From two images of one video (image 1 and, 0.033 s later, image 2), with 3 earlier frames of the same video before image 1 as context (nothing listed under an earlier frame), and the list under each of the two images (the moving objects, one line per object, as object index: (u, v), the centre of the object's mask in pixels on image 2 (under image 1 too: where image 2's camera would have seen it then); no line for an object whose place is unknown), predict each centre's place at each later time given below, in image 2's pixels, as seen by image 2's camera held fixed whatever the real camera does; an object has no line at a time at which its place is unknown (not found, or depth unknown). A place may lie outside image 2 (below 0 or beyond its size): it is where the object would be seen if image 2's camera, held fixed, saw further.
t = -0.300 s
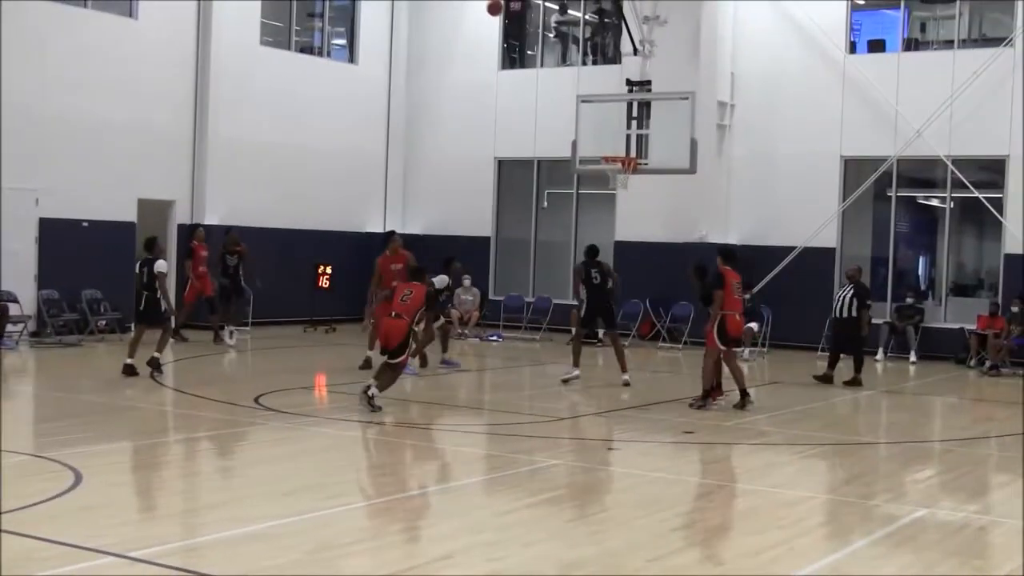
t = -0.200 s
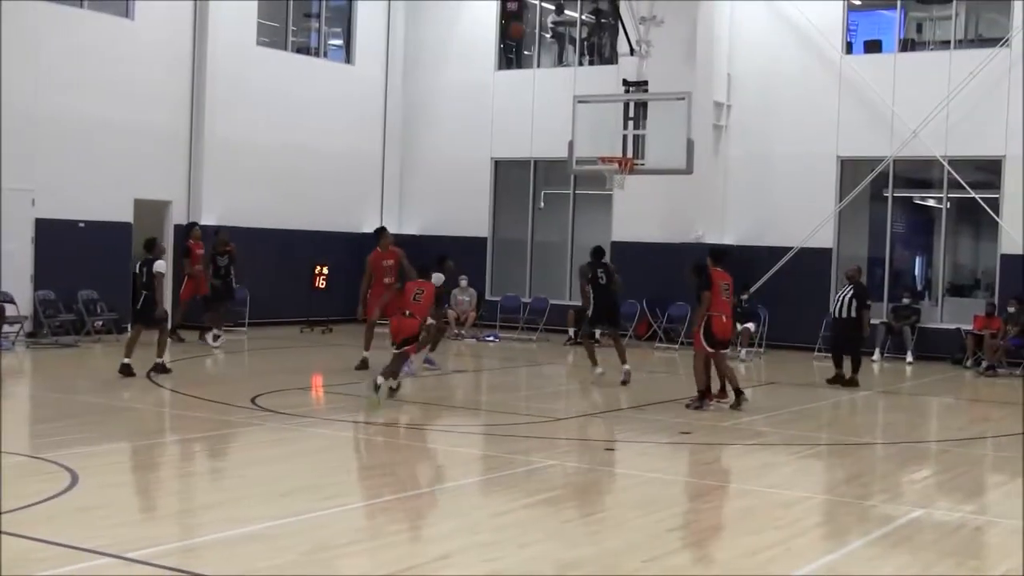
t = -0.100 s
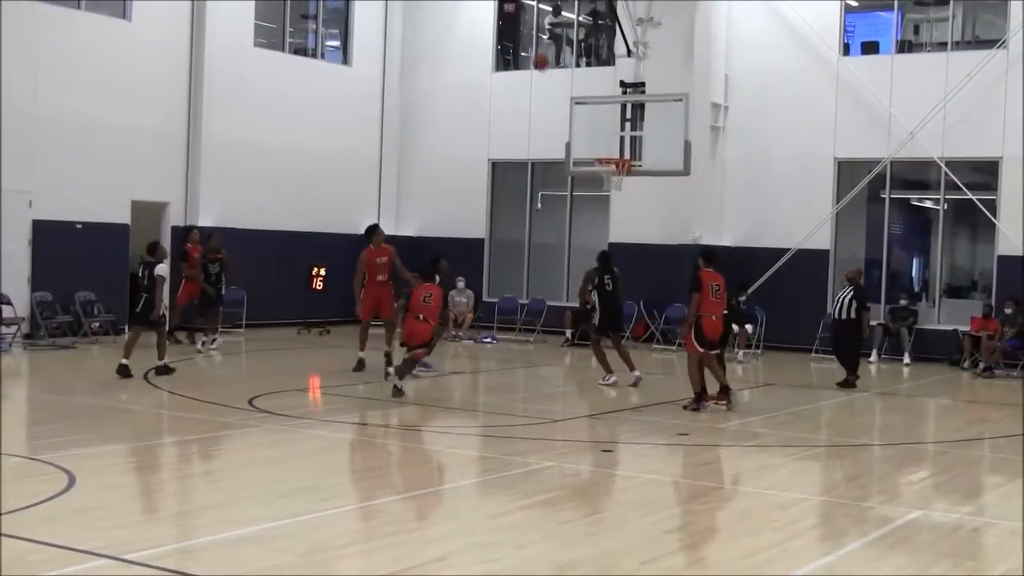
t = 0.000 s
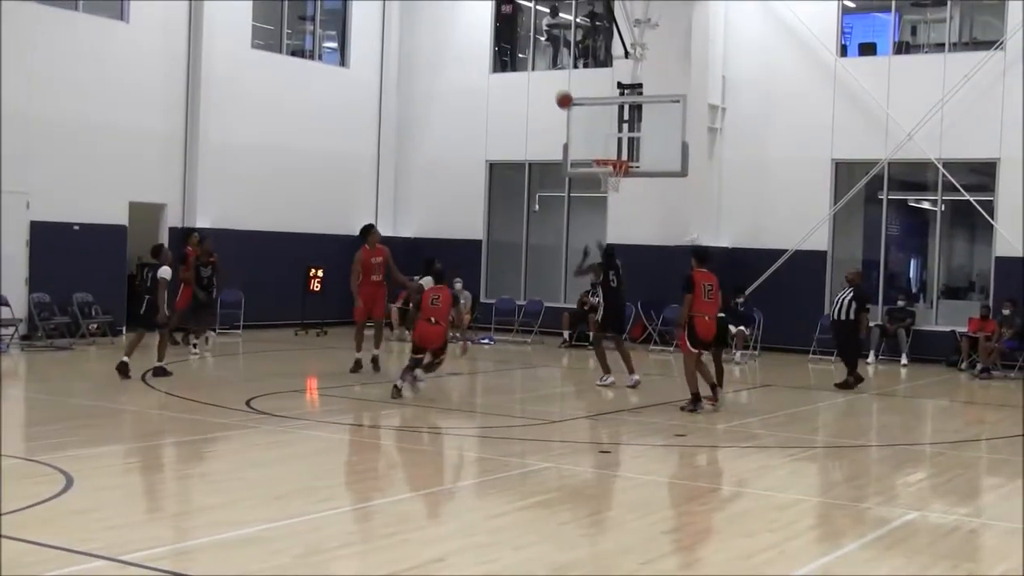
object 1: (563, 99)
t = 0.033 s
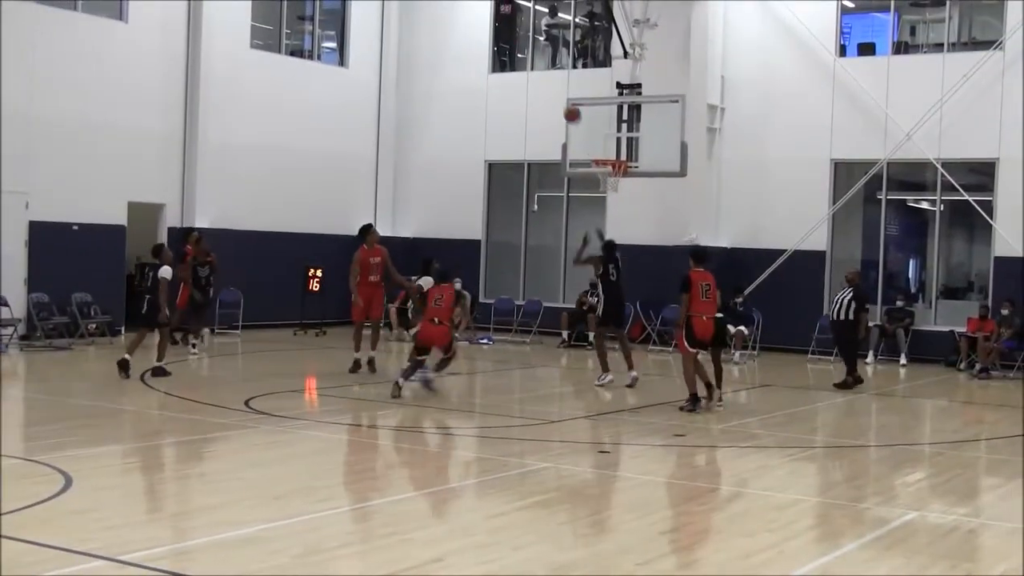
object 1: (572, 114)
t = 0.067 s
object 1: (581, 128)
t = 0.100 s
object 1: (590, 144)
